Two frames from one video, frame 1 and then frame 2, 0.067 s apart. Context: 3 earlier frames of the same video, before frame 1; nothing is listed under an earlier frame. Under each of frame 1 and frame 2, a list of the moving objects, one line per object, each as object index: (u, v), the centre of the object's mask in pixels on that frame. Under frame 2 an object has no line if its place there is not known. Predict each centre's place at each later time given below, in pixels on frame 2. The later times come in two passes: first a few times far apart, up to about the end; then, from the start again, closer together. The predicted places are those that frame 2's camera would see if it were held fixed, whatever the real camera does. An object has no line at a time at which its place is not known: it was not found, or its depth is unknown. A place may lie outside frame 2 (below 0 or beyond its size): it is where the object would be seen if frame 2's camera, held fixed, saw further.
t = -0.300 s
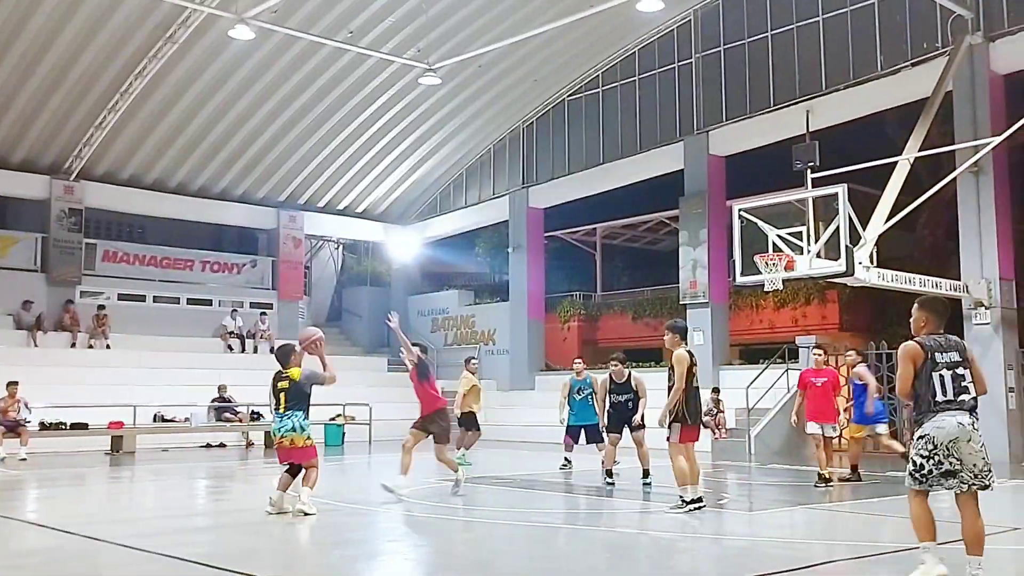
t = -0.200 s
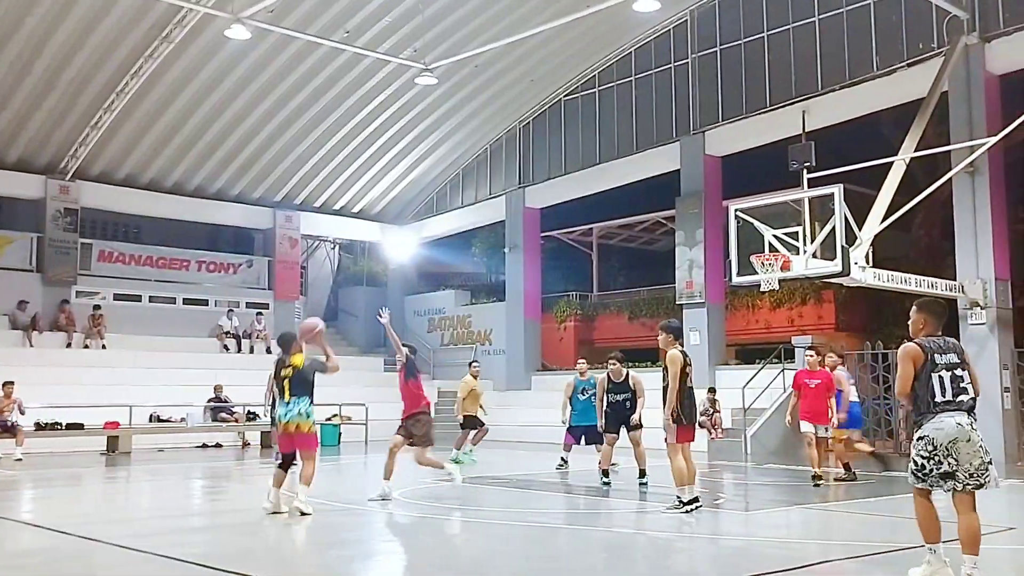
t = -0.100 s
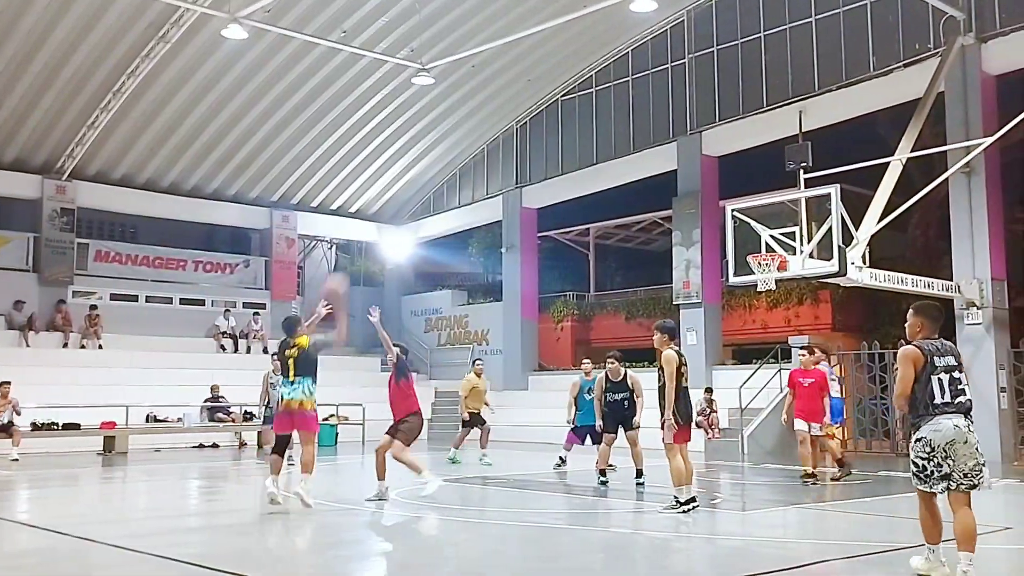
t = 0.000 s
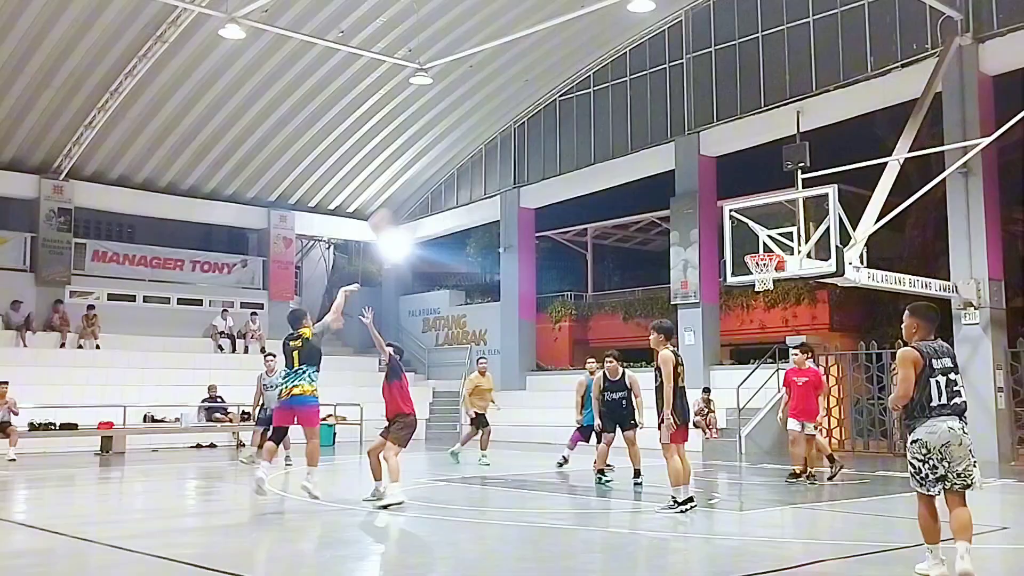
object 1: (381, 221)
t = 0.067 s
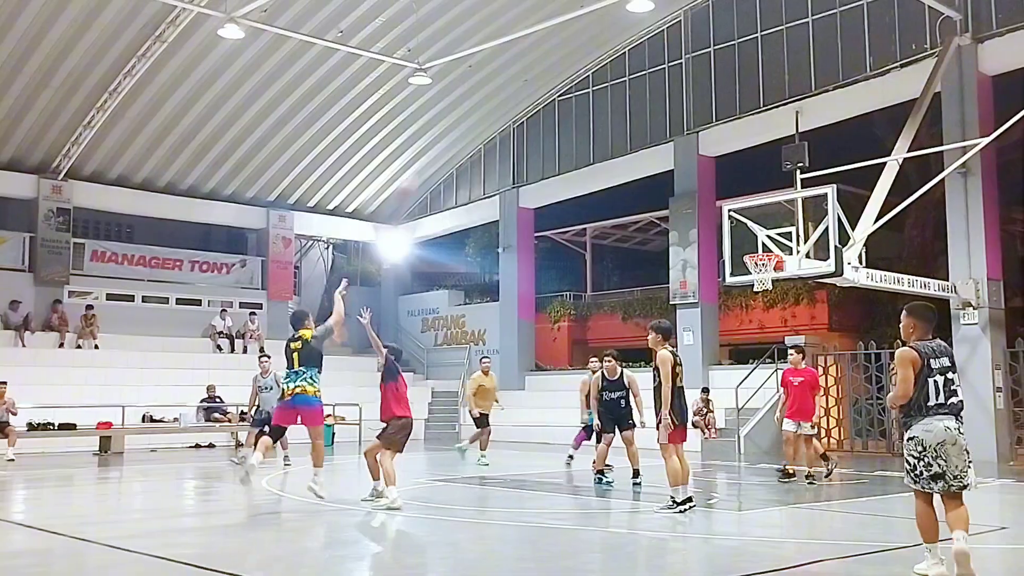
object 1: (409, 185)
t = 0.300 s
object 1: (502, 105)
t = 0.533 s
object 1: (582, 77)
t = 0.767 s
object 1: (652, 92)
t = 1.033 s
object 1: (725, 156)
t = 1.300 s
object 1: (788, 254)
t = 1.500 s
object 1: (765, 311)
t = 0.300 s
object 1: (502, 105)
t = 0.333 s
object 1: (514, 97)
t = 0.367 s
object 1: (527, 92)
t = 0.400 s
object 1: (538, 86)
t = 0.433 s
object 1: (549, 83)
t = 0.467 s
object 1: (560, 79)
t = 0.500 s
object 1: (572, 78)
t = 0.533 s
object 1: (582, 77)
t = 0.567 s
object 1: (592, 76)
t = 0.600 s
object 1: (603, 77)
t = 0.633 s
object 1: (613, 78)
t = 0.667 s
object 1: (623, 81)
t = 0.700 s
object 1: (633, 84)
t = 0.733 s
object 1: (643, 88)
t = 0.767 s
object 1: (652, 92)
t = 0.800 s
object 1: (661, 97)
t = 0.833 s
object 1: (671, 104)
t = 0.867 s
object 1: (680, 110)
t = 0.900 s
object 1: (689, 118)
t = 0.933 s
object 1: (697, 125)
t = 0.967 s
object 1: (705, 134)
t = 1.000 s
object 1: (714, 144)
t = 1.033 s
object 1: (725, 156)
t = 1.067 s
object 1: (732, 166)
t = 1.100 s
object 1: (741, 177)
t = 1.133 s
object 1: (748, 187)
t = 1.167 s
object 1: (757, 201)
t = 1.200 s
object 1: (766, 215)
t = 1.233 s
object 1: (773, 225)
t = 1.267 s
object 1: (783, 242)
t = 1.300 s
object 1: (788, 254)
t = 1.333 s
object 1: (796, 275)
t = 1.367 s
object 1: (792, 280)
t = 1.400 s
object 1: (786, 284)
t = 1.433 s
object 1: (780, 293)
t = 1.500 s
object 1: (765, 311)
